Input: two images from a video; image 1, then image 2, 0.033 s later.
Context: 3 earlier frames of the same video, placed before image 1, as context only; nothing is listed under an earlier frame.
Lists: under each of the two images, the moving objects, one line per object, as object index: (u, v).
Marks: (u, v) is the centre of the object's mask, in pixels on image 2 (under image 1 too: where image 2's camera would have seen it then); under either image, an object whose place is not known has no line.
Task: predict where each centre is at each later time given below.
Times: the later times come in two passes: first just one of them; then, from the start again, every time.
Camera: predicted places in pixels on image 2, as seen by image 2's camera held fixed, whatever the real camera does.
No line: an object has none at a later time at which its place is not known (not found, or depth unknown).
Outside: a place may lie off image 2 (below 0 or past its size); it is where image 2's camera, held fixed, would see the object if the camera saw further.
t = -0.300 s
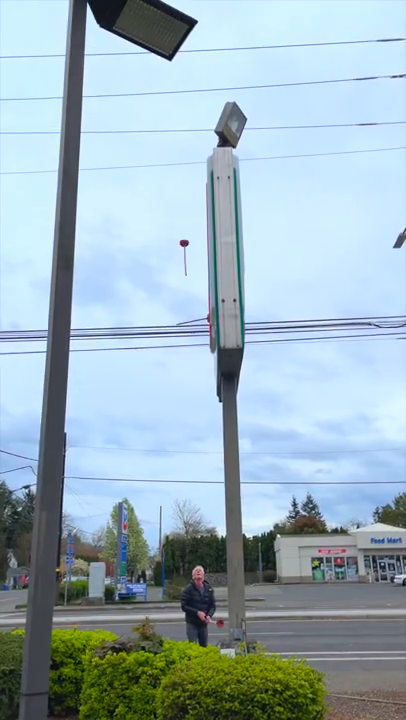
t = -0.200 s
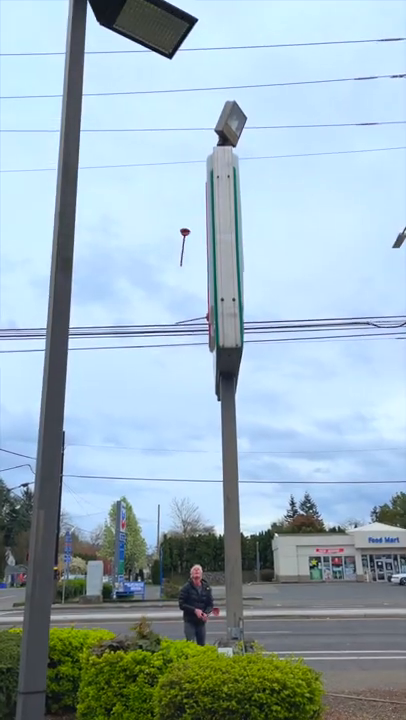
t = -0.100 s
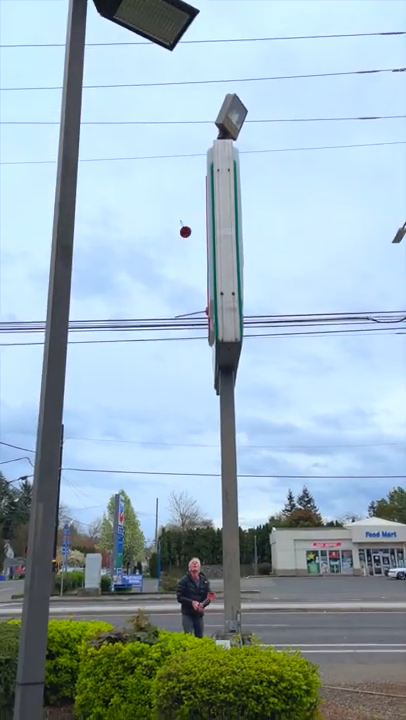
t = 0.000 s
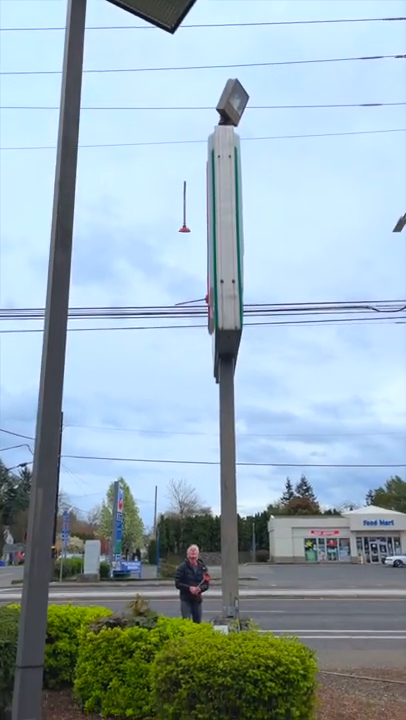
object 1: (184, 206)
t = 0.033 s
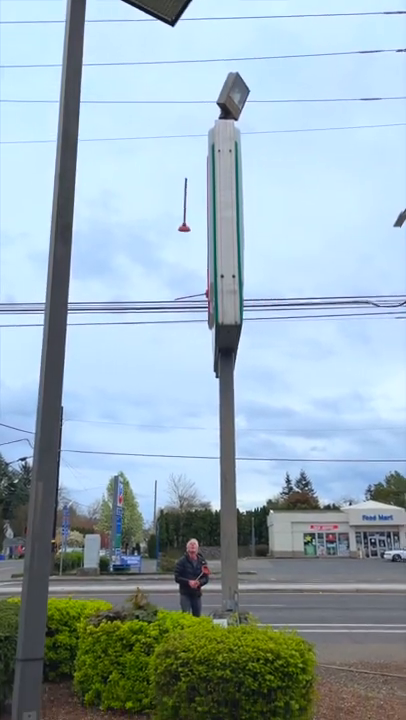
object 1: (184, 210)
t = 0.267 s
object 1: (179, 292)
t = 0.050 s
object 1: (184, 214)
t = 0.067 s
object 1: (184, 218)
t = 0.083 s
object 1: (184, 222)
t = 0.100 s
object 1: (183, 227)
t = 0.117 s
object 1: (183, 232)
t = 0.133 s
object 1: (182, 237)
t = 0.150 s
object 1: (182, 241)
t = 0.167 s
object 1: (182, 244)
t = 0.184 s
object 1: (182, 249)
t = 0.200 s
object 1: (181, 256)
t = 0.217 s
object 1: (181, 265)
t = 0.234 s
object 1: (180, 273)
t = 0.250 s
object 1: (179, 282)
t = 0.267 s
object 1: (179, 292)
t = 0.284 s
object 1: (178, 301)
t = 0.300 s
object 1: (177, 310)
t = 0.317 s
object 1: (176, 320)
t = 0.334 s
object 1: (175, 329)
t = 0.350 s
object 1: (174, 337)
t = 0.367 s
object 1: (173, 347)
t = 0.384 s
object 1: (172, 357)
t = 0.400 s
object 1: (171, 368)
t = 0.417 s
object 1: (170, 382)
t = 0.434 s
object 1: (169, 397)
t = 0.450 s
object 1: (168, 416)
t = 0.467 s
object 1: (167, 437)
